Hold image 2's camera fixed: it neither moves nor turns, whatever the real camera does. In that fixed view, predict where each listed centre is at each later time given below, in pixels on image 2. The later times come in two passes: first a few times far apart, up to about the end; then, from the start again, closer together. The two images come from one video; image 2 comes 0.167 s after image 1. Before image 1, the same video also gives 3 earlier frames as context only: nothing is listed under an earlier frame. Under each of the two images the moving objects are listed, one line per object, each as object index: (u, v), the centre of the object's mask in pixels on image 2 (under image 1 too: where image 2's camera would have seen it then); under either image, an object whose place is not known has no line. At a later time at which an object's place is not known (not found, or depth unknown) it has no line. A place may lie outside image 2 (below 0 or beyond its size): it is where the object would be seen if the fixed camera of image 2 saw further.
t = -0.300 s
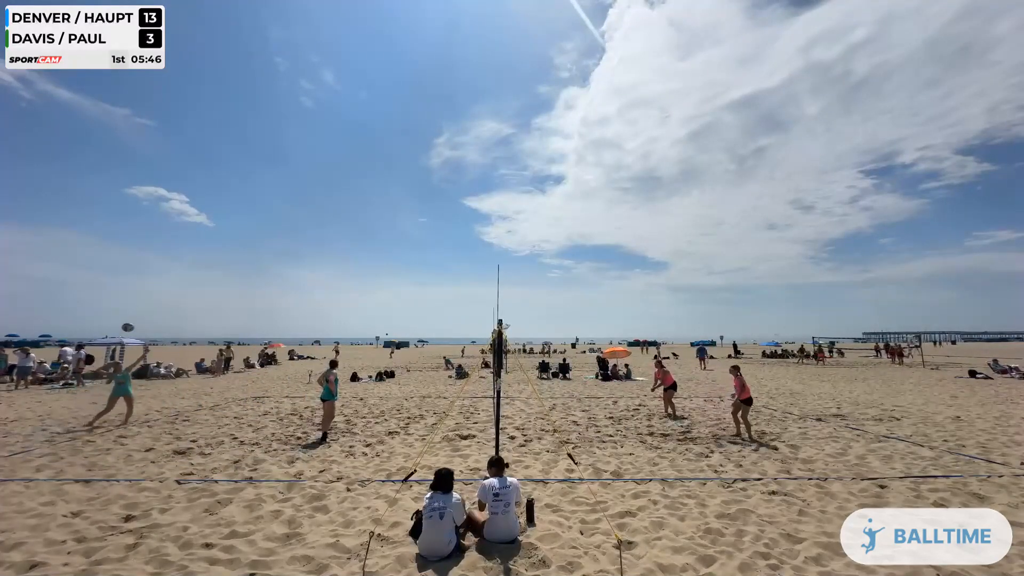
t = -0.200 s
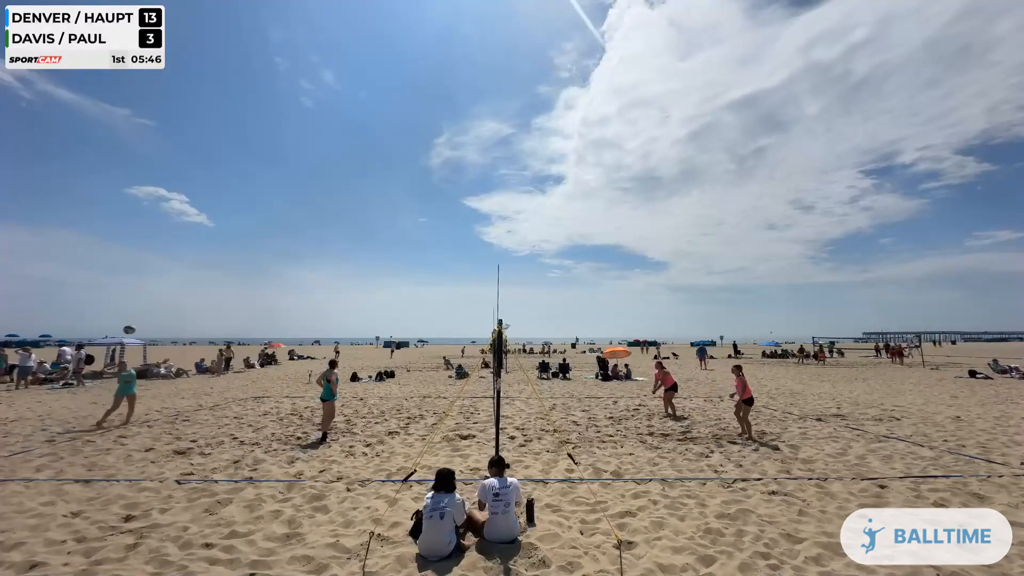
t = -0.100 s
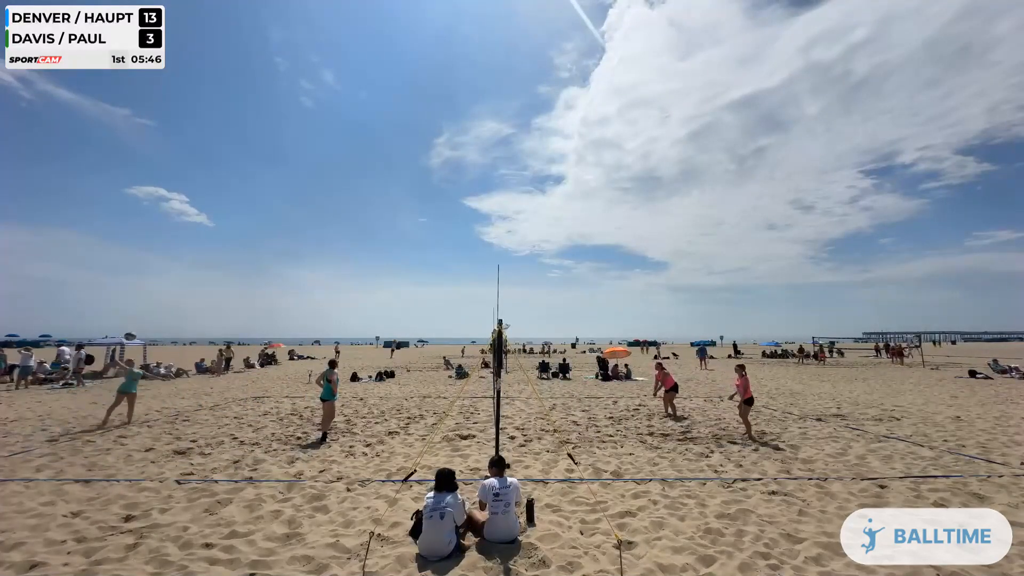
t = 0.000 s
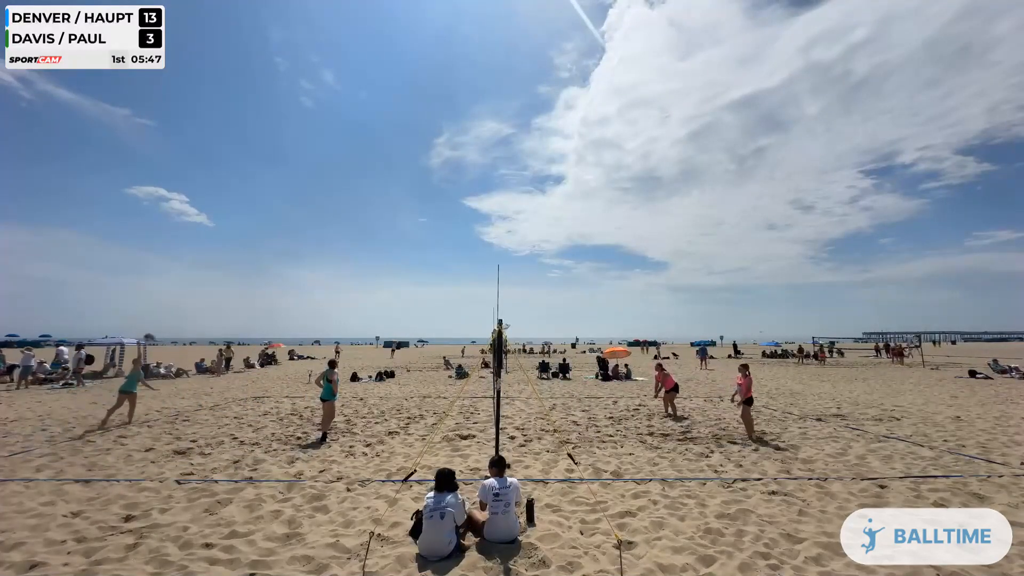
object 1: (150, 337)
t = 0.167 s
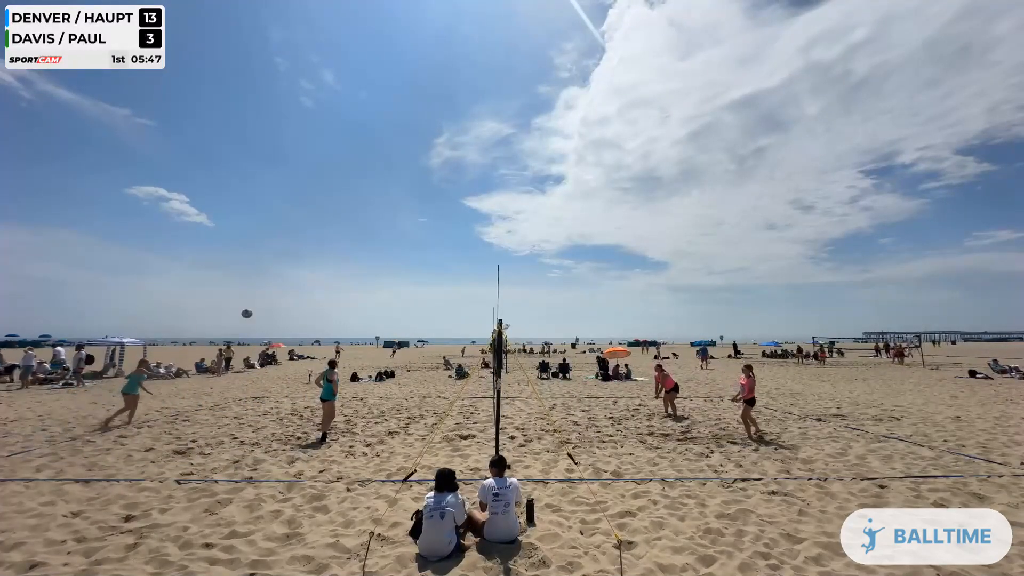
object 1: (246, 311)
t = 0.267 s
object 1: (302, 303)
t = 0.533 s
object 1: (438, 297)
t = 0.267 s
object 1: (302, 303)
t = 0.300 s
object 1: (320, 301)
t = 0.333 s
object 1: (337, 299)
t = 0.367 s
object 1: (355, 297)
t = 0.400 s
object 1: (372, 296)
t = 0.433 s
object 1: (389, 295)
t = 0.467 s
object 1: (405, 295)
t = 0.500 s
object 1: (422, 296)
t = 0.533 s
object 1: (438, 297)
